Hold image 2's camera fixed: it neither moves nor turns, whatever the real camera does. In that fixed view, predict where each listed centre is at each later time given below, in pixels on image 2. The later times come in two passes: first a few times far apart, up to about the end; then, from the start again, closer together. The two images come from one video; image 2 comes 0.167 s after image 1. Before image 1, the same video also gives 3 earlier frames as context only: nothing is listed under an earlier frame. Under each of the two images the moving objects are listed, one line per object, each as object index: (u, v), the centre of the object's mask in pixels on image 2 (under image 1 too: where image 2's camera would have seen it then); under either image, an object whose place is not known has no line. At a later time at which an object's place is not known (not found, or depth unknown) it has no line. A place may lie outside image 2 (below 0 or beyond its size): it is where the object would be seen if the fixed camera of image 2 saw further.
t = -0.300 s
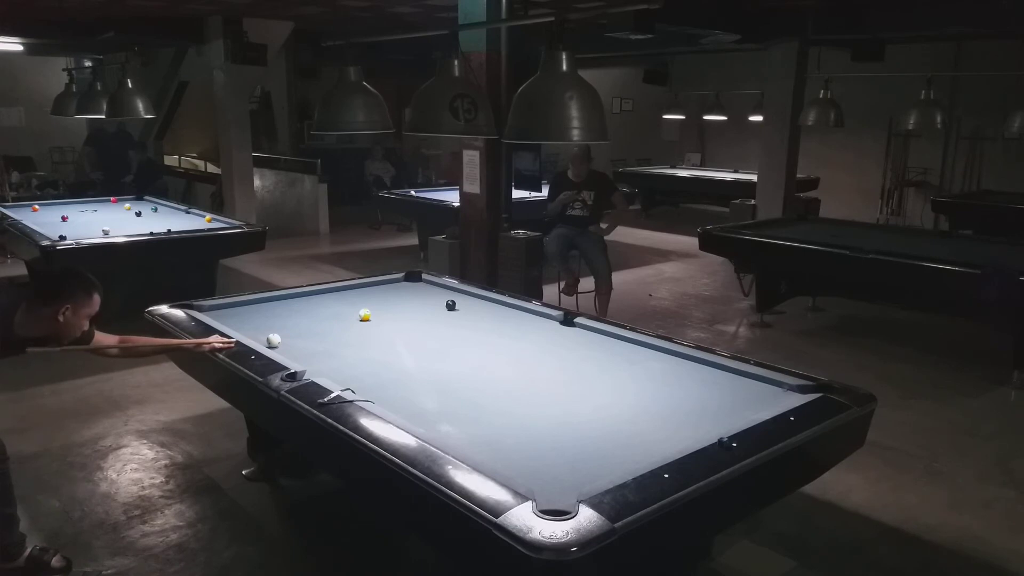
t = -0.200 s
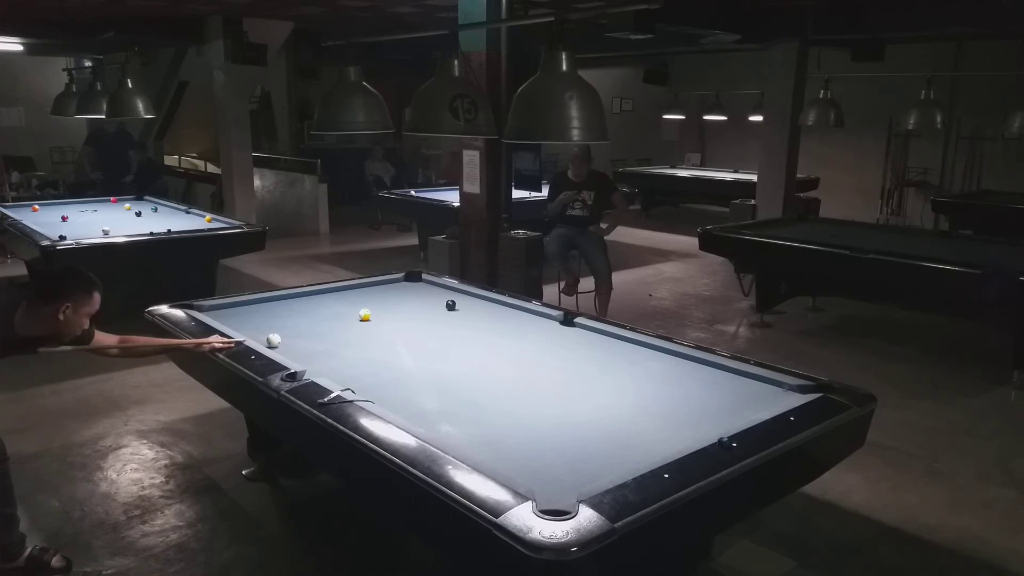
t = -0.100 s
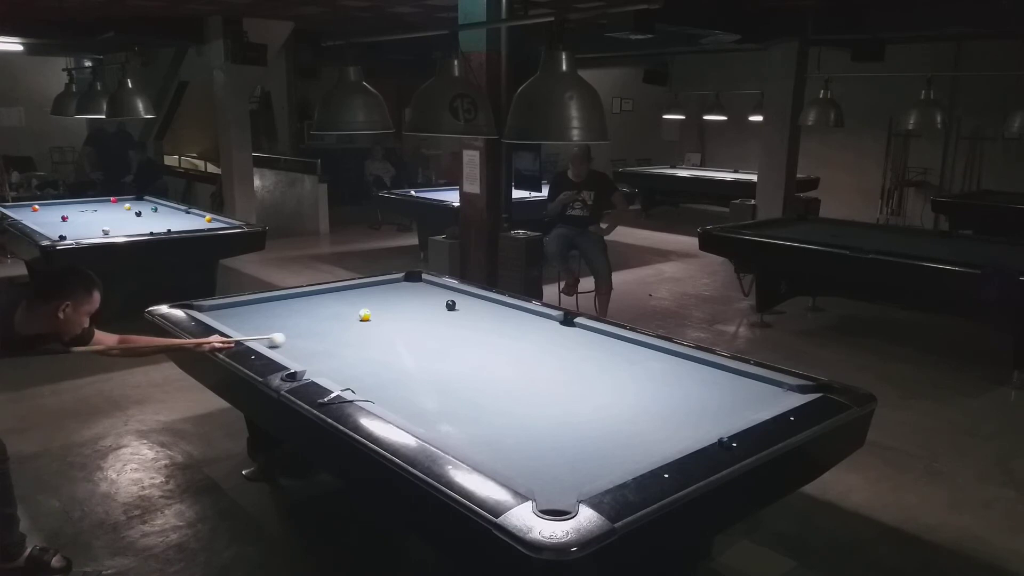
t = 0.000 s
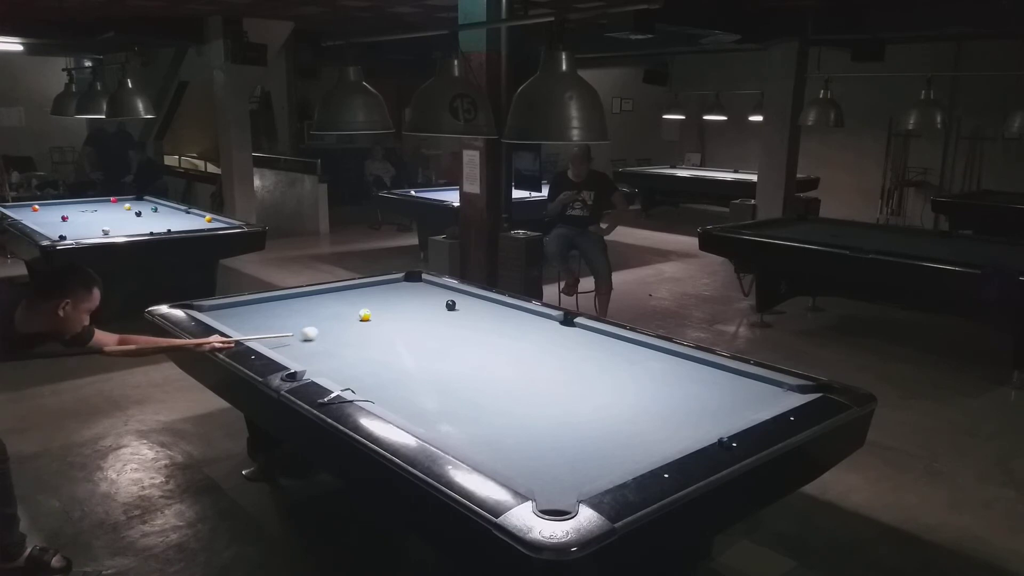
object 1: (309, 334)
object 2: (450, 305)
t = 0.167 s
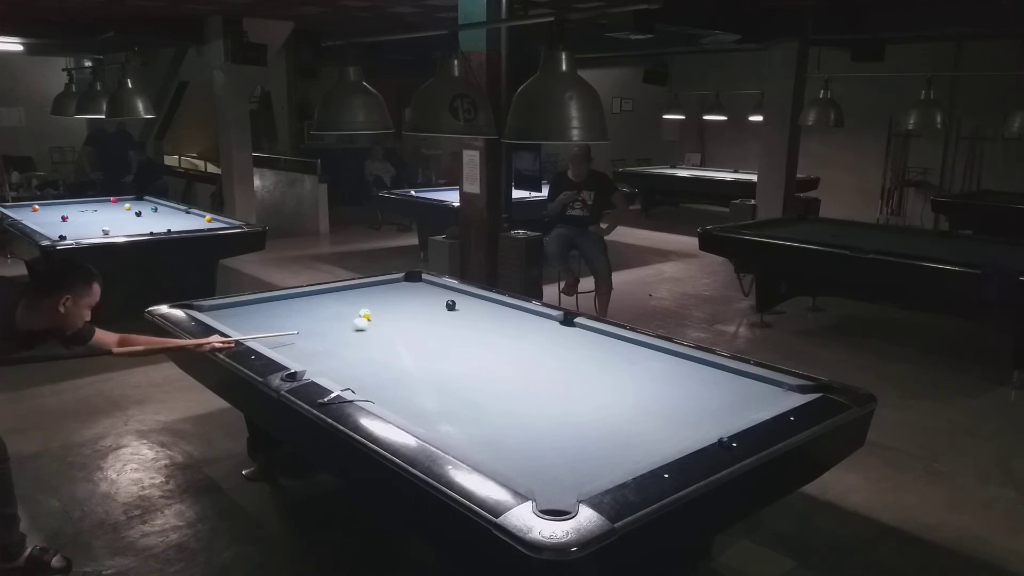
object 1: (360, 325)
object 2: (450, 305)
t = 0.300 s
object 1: (397, 317)
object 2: (450, 305)
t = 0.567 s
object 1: (461, 308)
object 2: (452, 302)
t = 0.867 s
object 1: (508, 307)
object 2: (461, 293)
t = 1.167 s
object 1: (502, 316)
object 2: (446, 292)
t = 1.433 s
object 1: (497, 323)
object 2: (430, 292)
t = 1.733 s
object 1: (491, 332)
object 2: (414, 291)
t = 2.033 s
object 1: (484, 342)
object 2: (400, 291)
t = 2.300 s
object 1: (478, 350)
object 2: (388, 291)
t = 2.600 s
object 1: (471, 360)
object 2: (376, 291)
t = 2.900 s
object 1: (464, 369)
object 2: (367, 291)
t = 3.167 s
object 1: (457, 378)
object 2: (359, 291)
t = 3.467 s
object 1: (450, 388)
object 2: (352, 290)
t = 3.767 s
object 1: (442, 397)
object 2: (346, 290)
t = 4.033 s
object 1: (435, 405)
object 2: (342, 289)
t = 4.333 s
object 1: (428, 414)
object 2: (339, 289)
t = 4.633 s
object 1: (421, 420)
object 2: (338, 289)
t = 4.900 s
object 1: (422, 423)
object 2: (338, 289)
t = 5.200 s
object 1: (429, 424)
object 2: (337, 289)
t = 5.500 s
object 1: (434, 425)
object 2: (338, 289)
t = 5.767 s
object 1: (437, 426)
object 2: (337, 289)
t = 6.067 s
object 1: (437, 426)
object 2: (337, 289)
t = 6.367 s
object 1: (437, 426)
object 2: (337, 289)
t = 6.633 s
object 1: (437, 426)
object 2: (338, 289)
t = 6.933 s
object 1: (437, 426)
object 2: (337, 289)
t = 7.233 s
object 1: (437, 426)
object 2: (337, 289)
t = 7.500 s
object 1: (437, 426)
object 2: (337, 289)
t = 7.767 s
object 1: (437, 426)
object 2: (337, 289)
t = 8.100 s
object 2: (337, 289)
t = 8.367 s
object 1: (437, 425)
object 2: (337, 289)
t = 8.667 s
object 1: (437, 425)
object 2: (337, 289)
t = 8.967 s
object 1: (437, 426)
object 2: (337, 289)
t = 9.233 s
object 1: (436, 426)
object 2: (337, 289)
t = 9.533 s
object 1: (436, 426)
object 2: (337, 289)
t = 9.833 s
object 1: (437, 426)
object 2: (337, 289)
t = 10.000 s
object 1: (437, 425)
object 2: (337, 289)
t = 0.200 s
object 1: (371, 323)
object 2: (450, 305)
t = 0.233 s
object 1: (380, 321)
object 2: (450, 305)
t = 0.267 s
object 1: (389, 319)
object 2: (450, 305)
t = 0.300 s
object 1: (397, 317)
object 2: (450, 305)
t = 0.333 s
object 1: (406, 315)
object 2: (450, 305)
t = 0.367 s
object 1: (415, 314)
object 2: (450, 305)
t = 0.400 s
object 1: (423, 312)
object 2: (450, 305)
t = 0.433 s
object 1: (431, 311)
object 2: (450, 305)
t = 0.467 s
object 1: (439, 309)
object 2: (451, 305)
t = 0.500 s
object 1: (447, 308)
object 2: (452, 303)
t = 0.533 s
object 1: (454, 308)
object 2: (451, 301)
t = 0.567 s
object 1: (461, 308)
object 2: (452, 302)
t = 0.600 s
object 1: (467, 307)
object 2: (454, 301)
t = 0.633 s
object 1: (473, 307)
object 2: (455, 300)
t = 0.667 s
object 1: (480, 307)
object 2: (456, 299)
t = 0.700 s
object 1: (487, 307)
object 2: (457, 298)
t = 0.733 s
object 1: (493, 307)
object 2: (457, 297)
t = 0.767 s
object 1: (499, 306)
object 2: (458, 296)
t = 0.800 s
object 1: (506, 306)
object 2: (459, 295)
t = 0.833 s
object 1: (509, 306)
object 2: (460, 294)
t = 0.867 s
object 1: (508, 307)
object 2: (461, 293)
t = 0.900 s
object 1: (508, 308)
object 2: (462, 292)
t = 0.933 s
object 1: (507, 309)
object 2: (460, 292)
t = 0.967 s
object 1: (506, 310)
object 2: (458, 292)
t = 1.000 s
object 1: (506, 311)
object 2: (456, 292)
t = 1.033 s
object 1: (505, 312)
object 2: (454, 292)
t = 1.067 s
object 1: (504, 313)
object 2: (452, 292)
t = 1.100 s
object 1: (504, 314)
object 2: (450, 292)
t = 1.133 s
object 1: (503, 315)
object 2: (448, 292)
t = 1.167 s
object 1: (502, 316)
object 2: (446, 292)
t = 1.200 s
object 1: (502, 317)
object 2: (444, 292)
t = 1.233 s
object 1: (501, 317)
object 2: (442, 292)
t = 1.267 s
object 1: (500, 318)
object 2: (440, 292)
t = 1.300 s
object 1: (500, 319)
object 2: (438, 292)
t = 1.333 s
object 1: (499, 320)
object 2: (436, 292)
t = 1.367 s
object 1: (498, 321)
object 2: (434, 292)
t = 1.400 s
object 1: (498, 322)
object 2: (432, 292)
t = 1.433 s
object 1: (497, 323)
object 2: (430, 292)
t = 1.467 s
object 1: (496, 324)
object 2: (429, 292)
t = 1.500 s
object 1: (495, 325)
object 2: (427, 292)
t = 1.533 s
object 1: (495, 326)
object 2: (425, 292)
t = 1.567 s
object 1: (494, 327)
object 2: (423, 291)
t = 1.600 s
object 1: (493, 328)
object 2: (421, 291)
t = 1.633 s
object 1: (493, 329)
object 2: (420, 291)
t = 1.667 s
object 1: (492, 330)
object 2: (418, 291)
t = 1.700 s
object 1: (491, 331)
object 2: (416, 291)
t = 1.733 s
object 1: (491, 332)
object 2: (414, 291)
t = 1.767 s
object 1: (490, 333)
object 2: (413, 291)
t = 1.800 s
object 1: (489, 334)
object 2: (411, 291)
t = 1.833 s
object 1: (489, 335)
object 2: (410, 291)
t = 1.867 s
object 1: (488, 336)
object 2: (408, 291)
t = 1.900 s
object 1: (487, 337)
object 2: (406, 291)
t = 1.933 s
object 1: (486, 338)
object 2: (405, 291)
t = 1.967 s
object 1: (486, 340)
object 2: (403, 291)
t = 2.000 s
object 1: (485, 340)
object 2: (402, 291)
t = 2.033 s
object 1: (484, 342)
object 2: (400, 291)
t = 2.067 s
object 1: (483, 343)
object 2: (399, 291)
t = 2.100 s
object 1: (483, 344)
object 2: (397, 291)
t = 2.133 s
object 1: (482, 345)
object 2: (395, 291)
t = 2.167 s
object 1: (481, 345)
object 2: (394, 291)
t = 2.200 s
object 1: (480, 347)
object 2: (393, 291)
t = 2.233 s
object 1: (480, 348)
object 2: (391, 291)
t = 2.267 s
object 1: (479, 349)
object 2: (390, 291)
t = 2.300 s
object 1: (478, 350)
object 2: (388, 291)
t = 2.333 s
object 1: (477, 351)
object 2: (387, 291)
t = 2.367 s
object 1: (477, 352)
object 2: (386, 291)
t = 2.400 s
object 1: (476, 353)
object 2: (384, 291)
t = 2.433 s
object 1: (475, 354)
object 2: (383, 291)
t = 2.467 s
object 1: (474, 355)
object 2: (382, 291)
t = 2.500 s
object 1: (473, 356)
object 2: (380, 291)
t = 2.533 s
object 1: (472, 357)
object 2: (379, 291)
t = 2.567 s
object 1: (472, 359)
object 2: (378, 291)
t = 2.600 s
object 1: (471, 360)
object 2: (376, 291)
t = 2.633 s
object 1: (470, 361)
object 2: (375, 291)
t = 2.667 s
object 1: (469, 362)
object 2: (374, 291)
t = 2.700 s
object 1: (469, 363)
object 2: (373, 291)
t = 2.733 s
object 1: (468, 364)
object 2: (372, 291)
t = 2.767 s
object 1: (467, 365)
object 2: (371, 291)
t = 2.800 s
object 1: (466, 366)
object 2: (370, 291)
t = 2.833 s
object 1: (465, 367)
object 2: (369, 291)
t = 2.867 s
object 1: (465, 368)
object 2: (368, 291)
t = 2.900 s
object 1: (464, 369)
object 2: (367, 291)
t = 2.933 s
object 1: (463, 370)
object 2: (366, 291)
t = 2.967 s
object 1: (462, 372)
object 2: (365, 291)
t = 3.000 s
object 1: (461, 372)
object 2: (363, 291)
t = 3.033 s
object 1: (460, 373)
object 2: (363, 291)
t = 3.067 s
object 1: (459, 375)
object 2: (362, 291)
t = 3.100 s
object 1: (459, 376)
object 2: (361, 291)
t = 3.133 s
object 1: (458, 377)
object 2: (360, 291)
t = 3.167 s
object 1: (457, 378)
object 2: (359, 291)
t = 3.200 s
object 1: (456, 379)
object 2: (358, 291)
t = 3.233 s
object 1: (455, 380)
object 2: (357, 290)
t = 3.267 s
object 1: (455, 381)
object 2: (356, 291)
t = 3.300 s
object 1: (454, 382)
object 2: (355, 290)
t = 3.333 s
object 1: (453, 384)
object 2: (355, 291)
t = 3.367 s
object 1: (452, 385)
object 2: (354, 290)
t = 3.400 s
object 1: (451, 386)
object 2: (353, 290)
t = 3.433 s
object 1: (450, 387)
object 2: (352, 290)
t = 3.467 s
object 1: (450, 388)
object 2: (352, 290)
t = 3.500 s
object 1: (449, 389)
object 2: (351, 290)
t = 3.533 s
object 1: (448, 390)
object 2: (350, 290)
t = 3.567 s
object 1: (447, 391)
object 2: (350, 290)
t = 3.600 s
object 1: (446, 392)
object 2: (349, 290)
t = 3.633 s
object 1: (445, 393)
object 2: (348, 290)
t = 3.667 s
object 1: (445, 394)
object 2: (347, 290)
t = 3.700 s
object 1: (444, 395)
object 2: (347, 290)
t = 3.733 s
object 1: (443, 396)
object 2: (346, 290)
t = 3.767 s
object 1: (442, 397)
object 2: (346, 290)
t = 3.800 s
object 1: (441, 399)
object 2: (345, 290)
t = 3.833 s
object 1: (440, 399)
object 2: (344, 289)
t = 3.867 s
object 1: (440, 400)
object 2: (344, 290)
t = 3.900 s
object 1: (439, 401)
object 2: (343, 289)
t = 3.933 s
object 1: (438, 402)
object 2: (343, 289)
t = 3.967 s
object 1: (437, 403)
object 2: (342, 289)
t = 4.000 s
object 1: (436, 404)
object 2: (342, 289)
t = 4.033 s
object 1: (435, 405)
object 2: (342, 289)
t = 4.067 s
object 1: (434, 406)
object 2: (341, 289)
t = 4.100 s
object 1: (433, 407)
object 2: (341, 289)
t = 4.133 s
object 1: (433, 408)
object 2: (340, 289)
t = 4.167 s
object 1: (432, 409)
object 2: (340, 289)
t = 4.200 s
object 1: (431, 410)
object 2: (340, 289)
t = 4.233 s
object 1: (430, 411)
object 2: (339, 289)
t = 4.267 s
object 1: (429, 412)
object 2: (339, 289)
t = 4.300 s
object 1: (428, 412)
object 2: (339, 289)
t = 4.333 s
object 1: (428, 414)
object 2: (339, 289)
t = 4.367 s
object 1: (427, 414)
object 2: (338, 289)
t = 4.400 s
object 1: (426, 415)
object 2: (338, 289)
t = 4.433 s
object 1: (425, 416)
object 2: (338, 289)
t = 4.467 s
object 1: (424, 417)
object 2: (338, 289)
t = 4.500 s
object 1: (423, 418)
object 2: (338, 289)
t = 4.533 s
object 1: (423, 419)
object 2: (338, 289)
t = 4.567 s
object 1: (422, 419)
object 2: (338, 289)
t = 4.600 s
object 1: (421, 420)
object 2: (338, 289)
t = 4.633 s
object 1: (421, 420)
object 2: (338, 289)
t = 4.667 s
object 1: (420, 420)
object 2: (338, 289)
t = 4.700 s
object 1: (419, 421)
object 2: (338, 289)
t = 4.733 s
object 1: (418, 421)
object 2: (338, 289)
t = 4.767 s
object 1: (418, 422)
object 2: (338, 289)
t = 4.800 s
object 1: (419, 422)
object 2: (338, 289)
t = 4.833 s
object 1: (420, 422)
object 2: (337, 289)
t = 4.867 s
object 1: (421, 422)
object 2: (338, 289)
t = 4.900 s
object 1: (422, 423)
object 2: (338, 289)
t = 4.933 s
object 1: (423, 423)
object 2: (338, 289)
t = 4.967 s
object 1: (424, 423)
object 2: (338, 289)
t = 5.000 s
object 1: (425, 423)
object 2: (337, 289)
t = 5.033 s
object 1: (425, 423)
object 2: (338, 289)
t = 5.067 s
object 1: (426, 424)
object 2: (338, 289)
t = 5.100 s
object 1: (427, 424)
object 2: (338, 289)
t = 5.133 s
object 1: (428, 424)
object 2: (337, 289)
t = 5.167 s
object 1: (429, 424)
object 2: (338, 289)
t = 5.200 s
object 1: (429, 424)
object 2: (337, 289)
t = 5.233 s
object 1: (430, 425)
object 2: (337, 289)
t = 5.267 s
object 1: (431, 425)
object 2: (337, 289)
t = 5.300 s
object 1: (431, 425)
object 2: (338, 289)
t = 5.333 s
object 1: (432, 425)
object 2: (338, 289)
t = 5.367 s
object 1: (432, 425)
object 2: (338, 289)
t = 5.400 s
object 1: (433, 425)
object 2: (338, 289)
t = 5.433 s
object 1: (433, 425)
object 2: (338, 289)
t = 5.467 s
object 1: (434, 425)
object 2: (338, 289)
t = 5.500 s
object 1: (434, 425)
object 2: (338, 289)
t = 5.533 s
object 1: (435, 425)
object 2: (338, 289)
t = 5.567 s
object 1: (435, 425)
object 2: (337, 289)
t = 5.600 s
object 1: (435, 425)
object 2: (337, 289)
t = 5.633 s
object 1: (436, 426)
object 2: (337, 289)
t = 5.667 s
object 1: (436, 426)
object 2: (337, 289)
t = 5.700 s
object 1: (436, 426)
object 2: (337, 289)
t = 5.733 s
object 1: (436, 426)
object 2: (337, 289)
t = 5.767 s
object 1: (437, 426)
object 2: (337, 289)
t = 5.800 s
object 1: (437, 426)
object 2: (337, 289)
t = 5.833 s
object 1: (437, 426)
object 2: (337, 289)
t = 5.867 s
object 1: (437, 426)
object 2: (337, 289)
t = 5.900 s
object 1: (437, 426)
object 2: (337, 289)
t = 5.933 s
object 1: (437, 426)
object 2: (337, 289)
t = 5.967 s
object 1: (437, 426)
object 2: (337, 289)
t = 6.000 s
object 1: (437, 426)
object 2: (337, 289)
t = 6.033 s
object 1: (437, 426)
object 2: (337, 289)
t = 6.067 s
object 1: (437, 426)
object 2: (337, 289)
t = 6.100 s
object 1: (437, 426)
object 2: (337, 289)
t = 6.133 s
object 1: (437, 426)
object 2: (337, 289)
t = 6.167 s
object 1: (437, 426)
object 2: (337, 289)
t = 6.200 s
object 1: (437, 426)
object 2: (337, 289)
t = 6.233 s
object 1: (437, 426)
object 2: (337, 289)
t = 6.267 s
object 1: (437, 426)
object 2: (337, 289)
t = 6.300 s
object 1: (437, 426)
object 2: (337, 289)
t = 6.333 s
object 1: (437, 426)
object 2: (337, 289)
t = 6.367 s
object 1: (437, 426)
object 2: (337, 289)
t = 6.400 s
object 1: (436, 426)
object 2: (337, 289)
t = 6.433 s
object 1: (437, 426)
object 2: (337, 289)
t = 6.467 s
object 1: (437, 426)
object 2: (337, 289)
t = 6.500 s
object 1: (437, 426)
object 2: (337, 289)
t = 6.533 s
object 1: (437, 426)
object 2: (337, 289)
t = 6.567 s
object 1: (437, 426)
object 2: (337, 289)
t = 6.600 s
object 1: (437, 426)
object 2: (338, 289)
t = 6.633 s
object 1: (437, 426)
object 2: (338, 289)
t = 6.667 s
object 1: (437, 426)
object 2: (337, 289)
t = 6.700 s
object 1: (437, 426)
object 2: (338, 289)
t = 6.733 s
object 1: (437, 426)
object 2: (338, 289)
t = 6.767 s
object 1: (437, 426)
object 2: (337, 289)
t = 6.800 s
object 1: (437, 426)
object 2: (338, 289)
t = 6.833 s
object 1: (437, 426)
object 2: (338, 289)
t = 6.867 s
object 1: (437, 426)
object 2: (337, 289)
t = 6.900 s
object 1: (436, 426)
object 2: (337, 289)
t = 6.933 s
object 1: (437, 426)
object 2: (337, 289)
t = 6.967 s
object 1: (437, 426)
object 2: (337, 289)
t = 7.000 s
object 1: (437, 426)
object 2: (337, 289)
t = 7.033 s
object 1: (437, 426)
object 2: (337, 289)
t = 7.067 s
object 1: (437, 426)
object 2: (337, 289)
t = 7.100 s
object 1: (437, 426)
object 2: (337, 289)
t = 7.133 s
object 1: (437, 426)
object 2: (337, 289)
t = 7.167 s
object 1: (437, 426)
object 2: (337, 289)
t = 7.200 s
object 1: (437, 426)
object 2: (337, 289)
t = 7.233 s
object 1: (437, 426)
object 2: (337, 289)
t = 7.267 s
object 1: (437, 426)
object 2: (337, 289)
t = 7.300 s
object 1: (437, 426)
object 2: (337, 289)
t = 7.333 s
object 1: (437, 426)
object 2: (337, 289)
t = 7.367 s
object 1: (437, 426)
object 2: (337, 289)
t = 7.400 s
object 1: (437, 426)
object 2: (337, 289)
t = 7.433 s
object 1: (436, 426)
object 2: (337, 289)
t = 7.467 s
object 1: (437, 426)
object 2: (337, 289)
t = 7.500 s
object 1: (437, 426)
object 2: (337, 289)
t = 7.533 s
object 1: (437, 426)
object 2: (337, 289)
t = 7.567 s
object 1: (436, 426)
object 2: (337, 289)
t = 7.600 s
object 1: (436, 426)
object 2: (337, 289)
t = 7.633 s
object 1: (436, 426)
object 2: (337, 289)
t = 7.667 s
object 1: (437, 427)
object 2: (337, 289)
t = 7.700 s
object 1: (436, 426)
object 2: (337, 289)
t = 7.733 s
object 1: (436, 426)
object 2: (337, 289)
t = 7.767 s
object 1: (437, 426)
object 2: (337, 289)
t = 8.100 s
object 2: (337, 289)
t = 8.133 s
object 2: (337, 289)
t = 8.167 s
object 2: (337, 289)
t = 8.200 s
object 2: (337, 289)
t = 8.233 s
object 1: (433, 423)
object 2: (337, 289)
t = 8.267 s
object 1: (436, 425)
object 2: (337, 289)
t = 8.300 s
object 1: (436, 425)
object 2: (337, 289)
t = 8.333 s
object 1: (436, 425)
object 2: (337, 289)
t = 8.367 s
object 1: (437, 425)
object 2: (337, 289)
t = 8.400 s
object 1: (437, 425)
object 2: (337, 289)
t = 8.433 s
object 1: (437, 425)
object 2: (337, 289)
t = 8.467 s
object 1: (437, 425)
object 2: (337, 289)
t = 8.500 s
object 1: (437, 425)
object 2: (337, 289)
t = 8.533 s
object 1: (437, 425)
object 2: (337, 289)
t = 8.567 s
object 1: (437, 425)
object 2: (337, 289)
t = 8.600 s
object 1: (437, 425)
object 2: (337, 289)
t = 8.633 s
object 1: (437, 425)
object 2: (337, 289)
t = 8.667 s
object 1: (437, 425)
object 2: (337, 289)
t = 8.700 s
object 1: (437, 426)
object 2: (337, 289)
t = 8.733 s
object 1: (437, 425)
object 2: (337, 289)
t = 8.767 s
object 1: (437, 425)
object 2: (337, 289)
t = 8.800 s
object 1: (437, 426)
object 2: (337, 289)
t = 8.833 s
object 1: (437, 426)
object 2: (337, 289)
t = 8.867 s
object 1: (437, 425)
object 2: (337, 289)
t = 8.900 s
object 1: (436, 426)
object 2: (337, 289)
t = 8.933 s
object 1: (437, 426)
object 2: (337, 289)
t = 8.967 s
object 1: (437, 426)
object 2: (337, 289)
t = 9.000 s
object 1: (436, 426)
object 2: (337, 289)
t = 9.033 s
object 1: (437, 426)
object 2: (337, 289)
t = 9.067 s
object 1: (437, 426)
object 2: (337, 289)
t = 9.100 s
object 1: (437, 426)
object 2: (337, 289)
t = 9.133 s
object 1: (436, 426)
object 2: (337, 289)
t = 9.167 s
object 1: (437, 425)
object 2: (337, 289)
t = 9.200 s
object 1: (437, 426)
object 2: (337, 289)
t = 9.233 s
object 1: (436, 426)
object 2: (337, 289)
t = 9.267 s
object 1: (437, 426)
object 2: (337, 289)
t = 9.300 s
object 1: (437, 426)
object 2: (337, 289)
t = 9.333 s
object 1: (436, 426)
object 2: (337, 289)
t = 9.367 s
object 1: (437, 426)
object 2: (337, 289)
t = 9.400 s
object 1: (437, 425)
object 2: (337, 289)
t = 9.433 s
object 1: (436, 426)
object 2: (337, 289)
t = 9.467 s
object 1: (437, 426)
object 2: (337, 289)
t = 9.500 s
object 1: (436, 426)
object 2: (337, 289)
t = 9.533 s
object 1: (436, 426)
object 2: (337, 289)
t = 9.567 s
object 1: (437, 425)
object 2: (337, 289)
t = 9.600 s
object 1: (437, 426)
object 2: (337, 289)
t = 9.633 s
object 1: (437, 426)
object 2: (337, 289)
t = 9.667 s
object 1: (437, 425)
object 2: (337, 289)
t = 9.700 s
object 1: (437, 426)
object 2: (337, 289)
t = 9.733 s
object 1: (437, 426)
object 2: (337, 289)
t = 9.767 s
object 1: (437, 426)
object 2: (337, 289)
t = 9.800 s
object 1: (437, 426)
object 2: (337, 289)
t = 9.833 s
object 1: (437, 426)
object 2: (337, 289)
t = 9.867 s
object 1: (436, 426)
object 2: (337, 289)
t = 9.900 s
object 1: (437, 426)
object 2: (337, 289)
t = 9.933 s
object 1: (437, 426)
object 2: (337, 289)
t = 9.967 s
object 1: (437, 425)
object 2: (337, 289)
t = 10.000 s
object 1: (437, 425)
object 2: (337, 289)
